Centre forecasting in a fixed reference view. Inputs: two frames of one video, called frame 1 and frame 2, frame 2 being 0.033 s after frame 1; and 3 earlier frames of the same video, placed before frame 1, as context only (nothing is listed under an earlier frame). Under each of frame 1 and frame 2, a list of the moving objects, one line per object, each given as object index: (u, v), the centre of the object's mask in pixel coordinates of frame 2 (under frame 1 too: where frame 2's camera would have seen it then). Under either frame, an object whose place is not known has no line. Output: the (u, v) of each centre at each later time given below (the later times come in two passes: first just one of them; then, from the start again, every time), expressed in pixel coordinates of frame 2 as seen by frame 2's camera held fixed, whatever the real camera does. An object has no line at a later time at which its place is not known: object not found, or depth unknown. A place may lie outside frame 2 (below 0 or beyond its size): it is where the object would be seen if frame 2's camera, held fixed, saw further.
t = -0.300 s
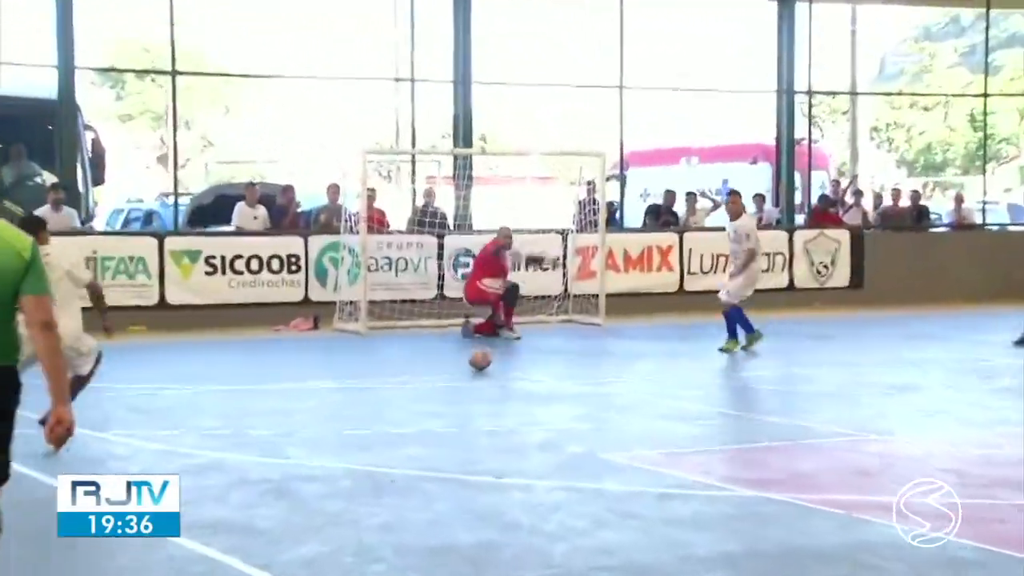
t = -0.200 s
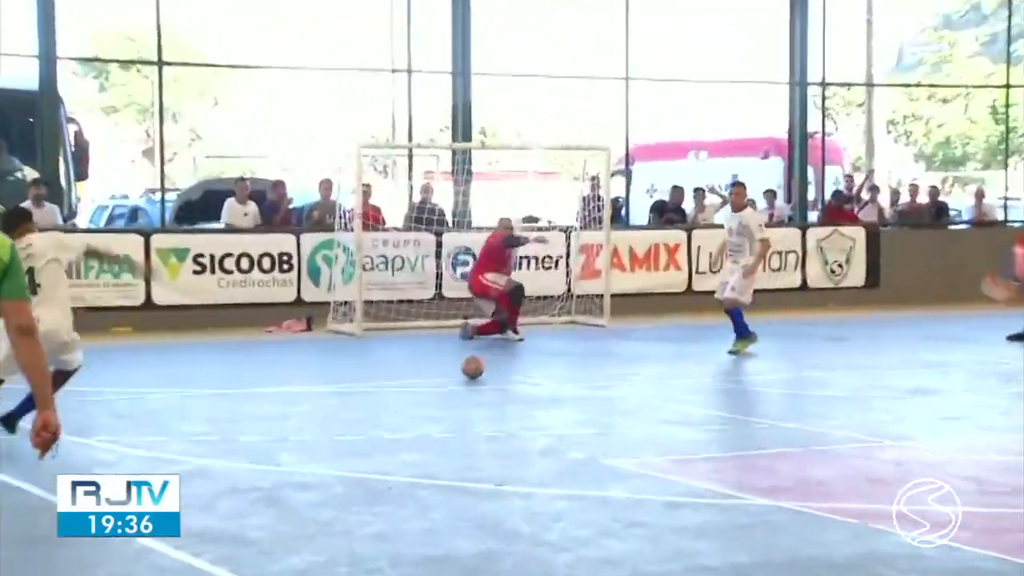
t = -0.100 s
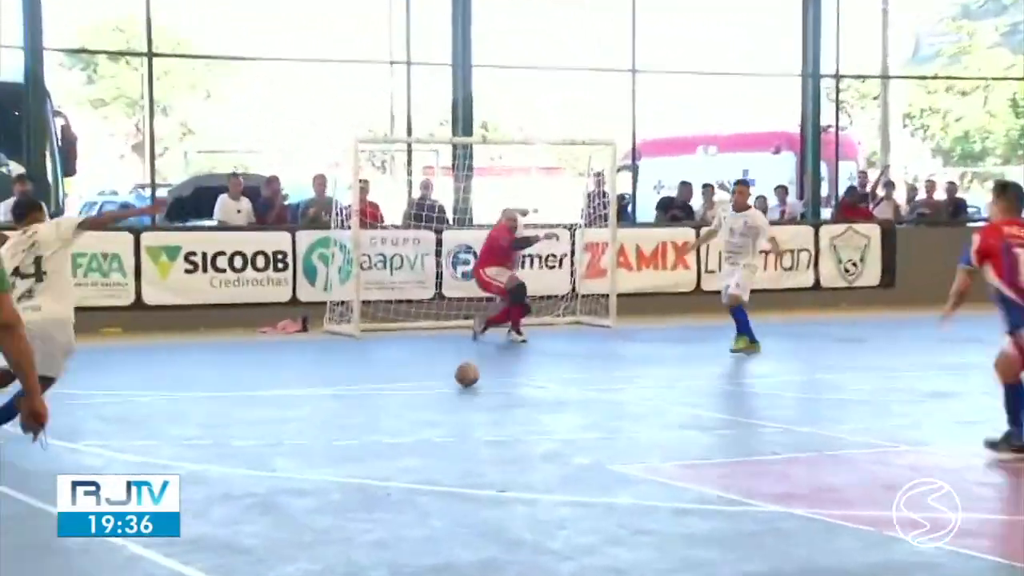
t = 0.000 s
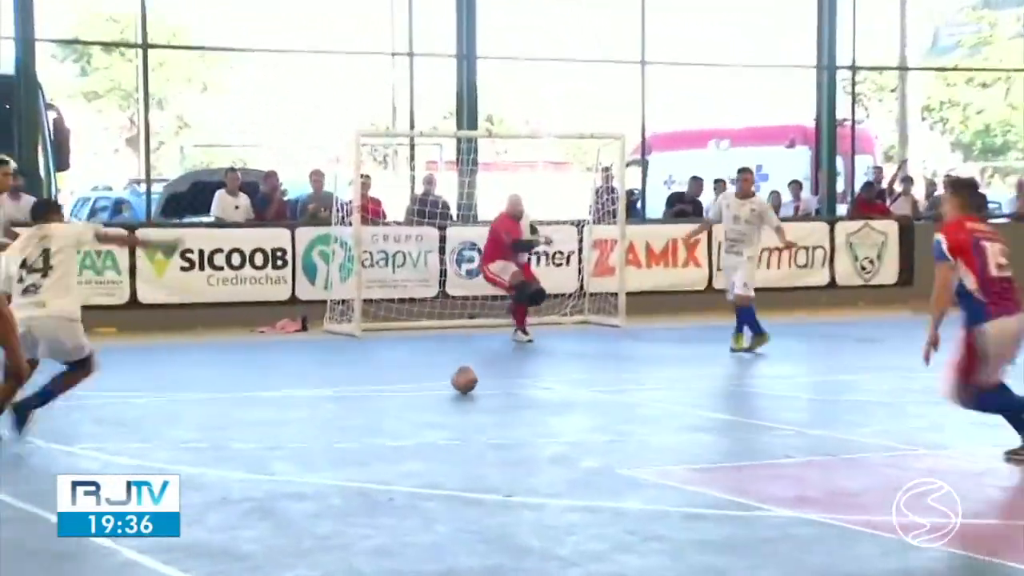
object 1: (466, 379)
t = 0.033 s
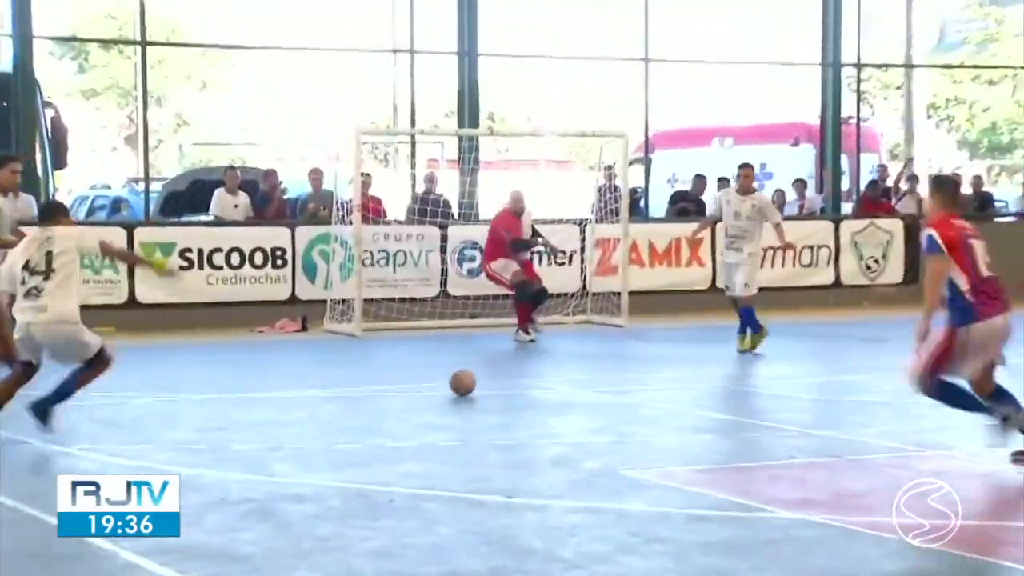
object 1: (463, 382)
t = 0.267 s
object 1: (441, 393)
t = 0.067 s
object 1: (460, 383)
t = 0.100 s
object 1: (457, 386)
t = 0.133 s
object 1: (454, 386)
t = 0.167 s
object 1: (451, 389)
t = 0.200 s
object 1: (447, 390)
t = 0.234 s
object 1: (444, 392)
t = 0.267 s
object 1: (441, 393)
